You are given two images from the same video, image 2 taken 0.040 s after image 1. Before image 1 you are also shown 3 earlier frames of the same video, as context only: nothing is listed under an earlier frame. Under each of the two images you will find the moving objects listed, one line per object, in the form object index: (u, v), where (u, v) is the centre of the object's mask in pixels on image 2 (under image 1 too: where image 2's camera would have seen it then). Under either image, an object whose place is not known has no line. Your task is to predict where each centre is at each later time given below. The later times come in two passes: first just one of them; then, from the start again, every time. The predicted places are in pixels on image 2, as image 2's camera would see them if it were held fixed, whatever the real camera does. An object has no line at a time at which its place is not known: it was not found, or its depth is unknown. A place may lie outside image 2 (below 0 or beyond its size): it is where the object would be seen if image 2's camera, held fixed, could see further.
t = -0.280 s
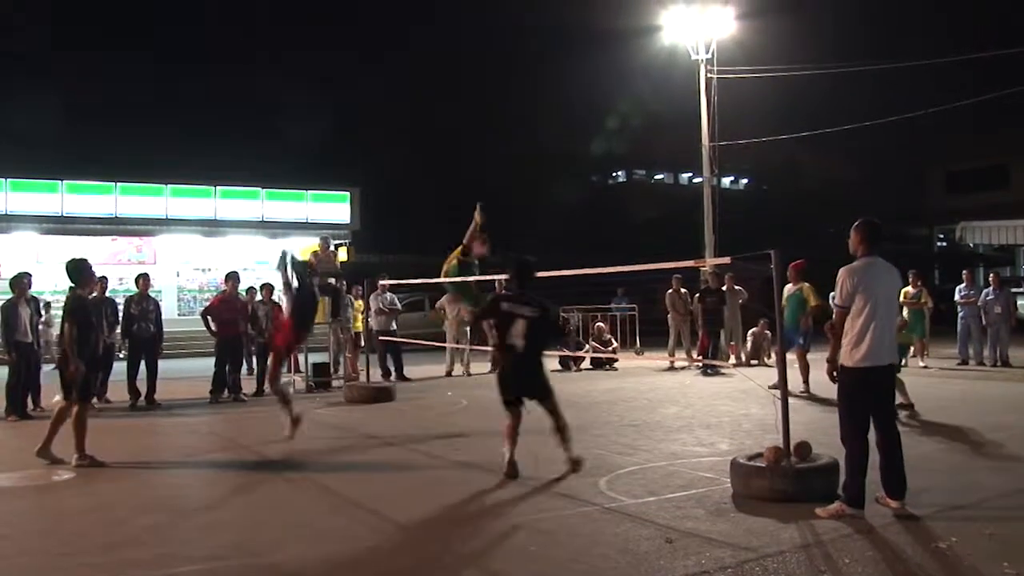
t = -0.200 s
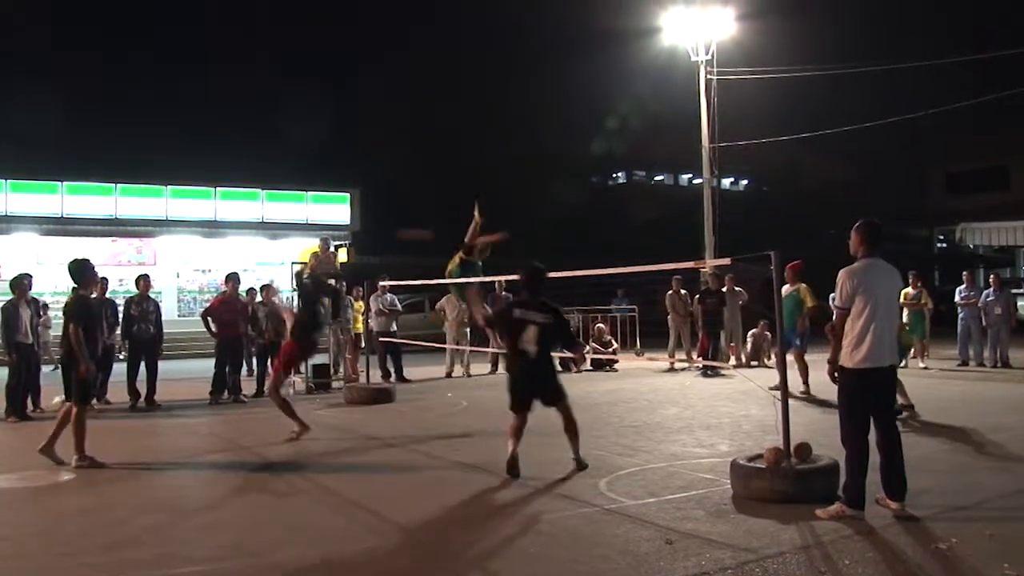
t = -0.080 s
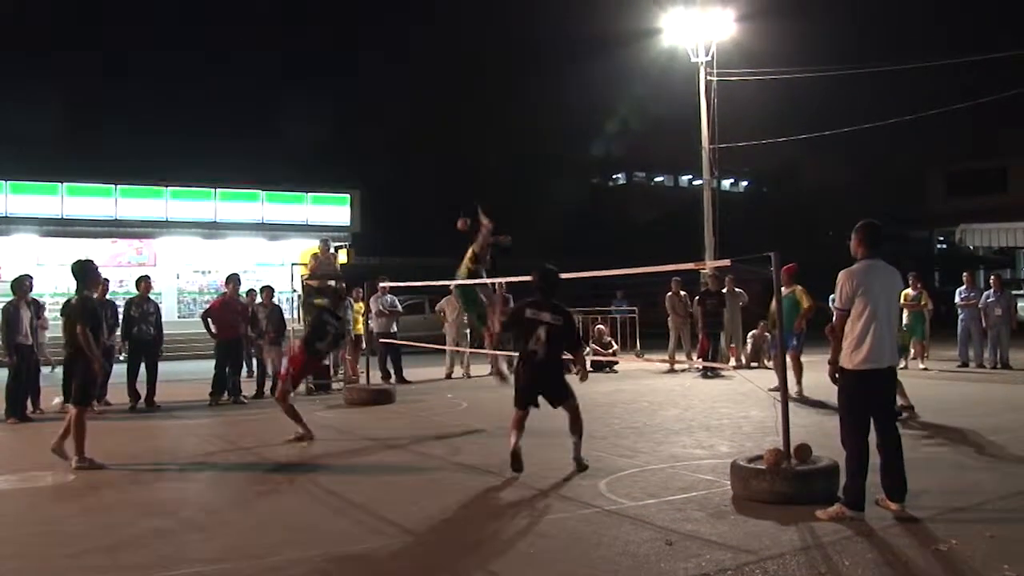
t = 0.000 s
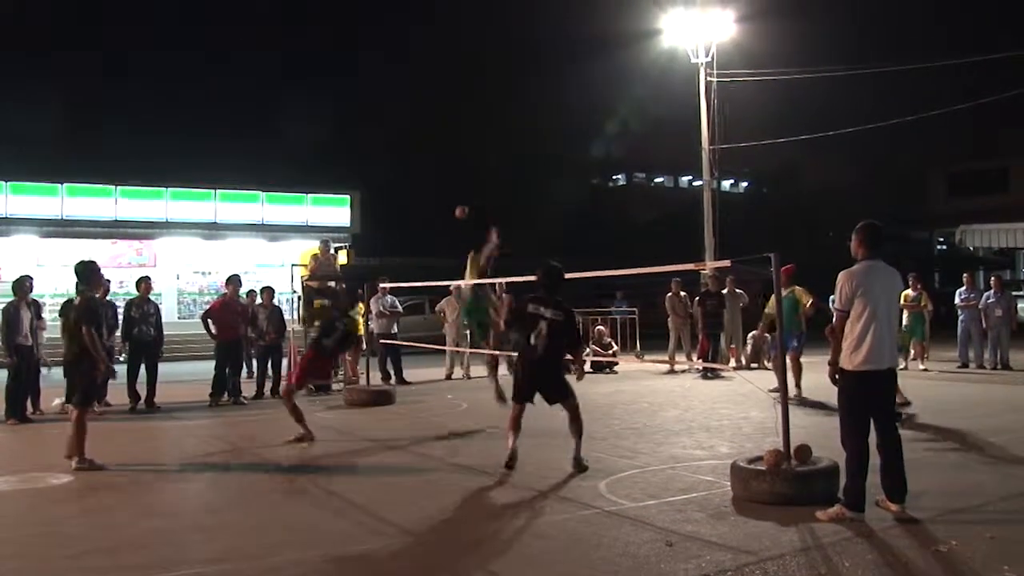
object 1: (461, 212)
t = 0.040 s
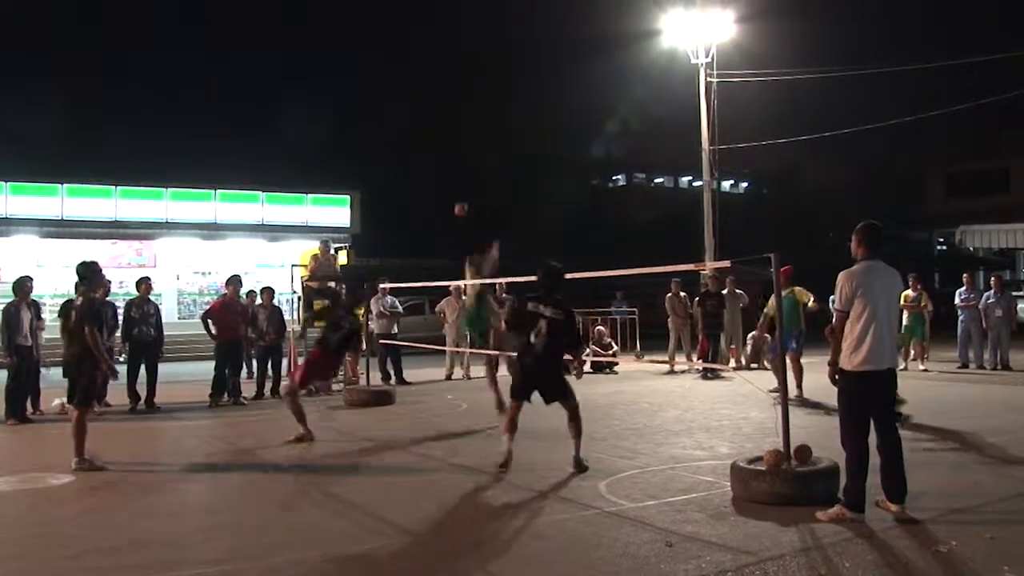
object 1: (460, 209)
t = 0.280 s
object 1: (456, 214)
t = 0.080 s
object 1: (460, 206)
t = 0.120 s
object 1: (459, 206)
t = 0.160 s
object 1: (458, 205)
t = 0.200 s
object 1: (457, 207)
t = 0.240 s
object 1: (456, 209)
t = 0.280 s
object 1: (456, 214)
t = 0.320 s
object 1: (455, 219)
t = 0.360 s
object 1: (454, 226)
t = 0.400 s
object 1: (453, 235)
